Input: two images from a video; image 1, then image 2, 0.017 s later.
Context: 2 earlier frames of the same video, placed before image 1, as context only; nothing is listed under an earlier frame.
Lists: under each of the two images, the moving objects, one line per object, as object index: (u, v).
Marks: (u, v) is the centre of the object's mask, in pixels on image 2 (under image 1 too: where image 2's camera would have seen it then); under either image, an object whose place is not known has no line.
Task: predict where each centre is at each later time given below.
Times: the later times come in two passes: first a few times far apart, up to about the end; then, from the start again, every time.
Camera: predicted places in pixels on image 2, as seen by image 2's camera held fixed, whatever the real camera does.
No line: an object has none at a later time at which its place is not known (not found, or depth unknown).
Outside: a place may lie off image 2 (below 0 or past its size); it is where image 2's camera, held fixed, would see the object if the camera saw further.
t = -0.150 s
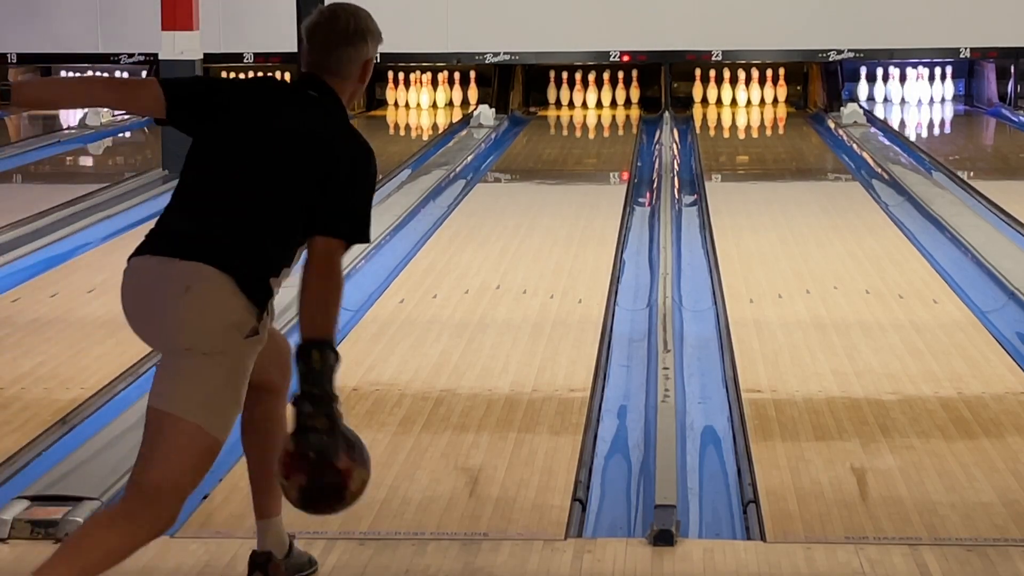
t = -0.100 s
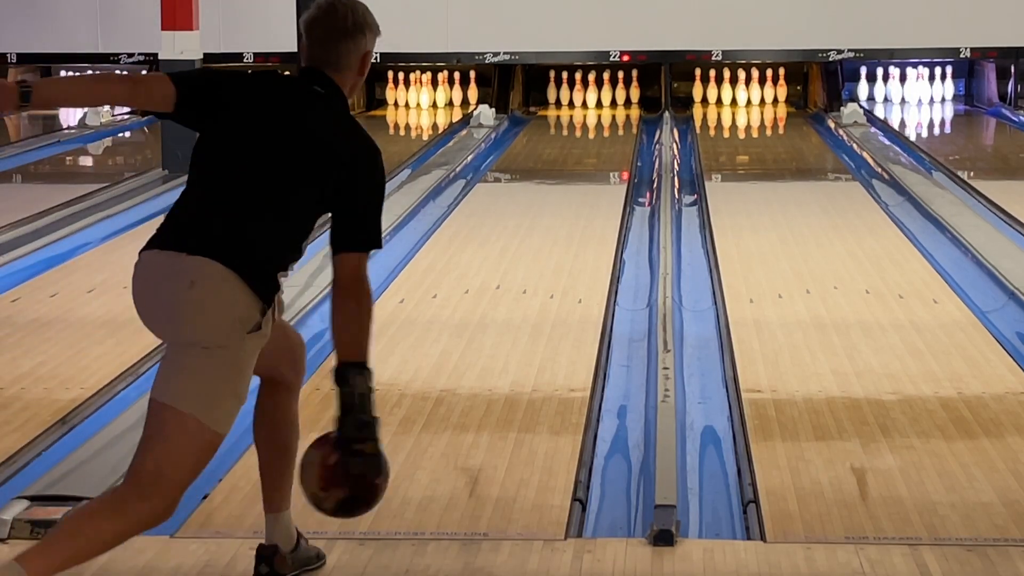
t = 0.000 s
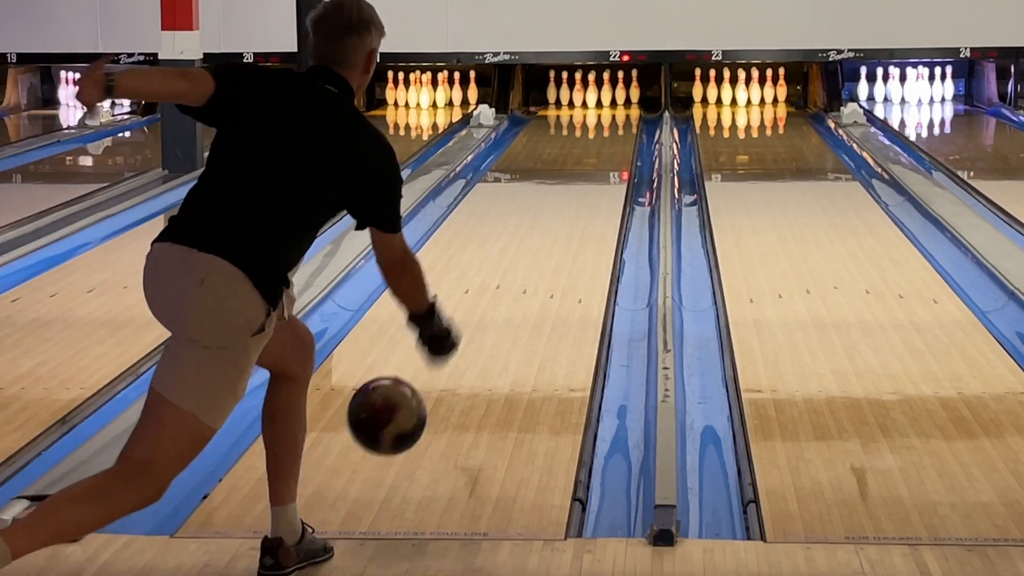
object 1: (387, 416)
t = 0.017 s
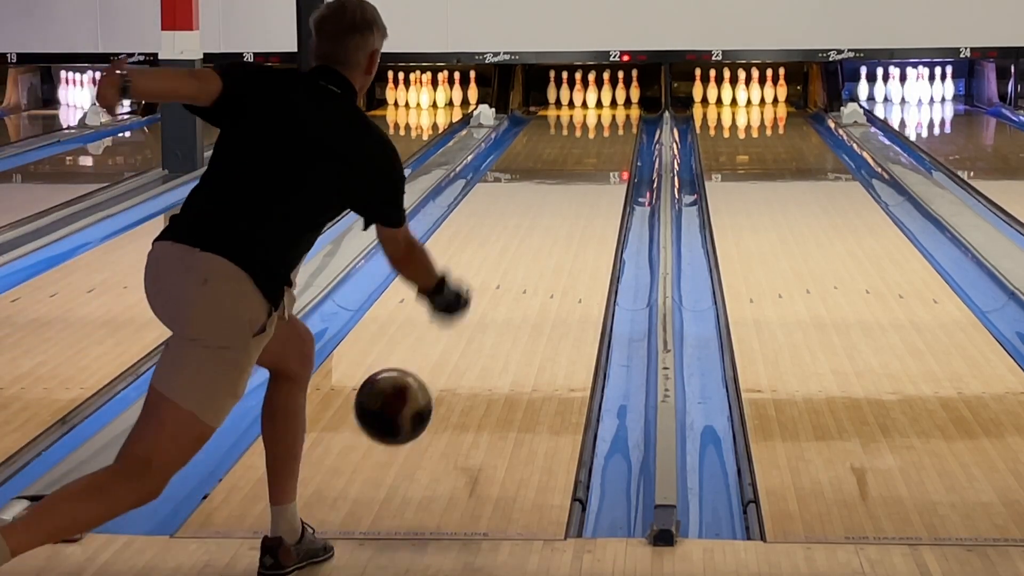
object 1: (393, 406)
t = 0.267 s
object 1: (467, 366)
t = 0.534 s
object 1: (515, 294)
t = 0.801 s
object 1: (547, 242)
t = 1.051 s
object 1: (568, 207)
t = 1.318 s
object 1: (584, 177)
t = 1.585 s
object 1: (596, 155)
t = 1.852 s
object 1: (605, 137)
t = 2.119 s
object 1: (609, 123)
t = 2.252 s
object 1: (609, 117)
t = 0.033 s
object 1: (399, 398)
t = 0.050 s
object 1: (405, 392)
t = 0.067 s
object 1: (411, 386)
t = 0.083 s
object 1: (417, 381)
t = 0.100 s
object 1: (422, 378)
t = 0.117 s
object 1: (427, 375)
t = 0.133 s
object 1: (432, 374)
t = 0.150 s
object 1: (437, 373)
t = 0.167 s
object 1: (442, 373)
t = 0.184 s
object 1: (446, 374)
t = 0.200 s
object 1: (451, 376)
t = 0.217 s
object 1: (455, 379)
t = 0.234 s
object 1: (459, 382)
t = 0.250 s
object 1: (463, 374)
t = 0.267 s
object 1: (467, 366)
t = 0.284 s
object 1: (471, 359)
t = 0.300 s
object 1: (474, 353)
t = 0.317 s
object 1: (478, 348)
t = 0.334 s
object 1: (481, 344)
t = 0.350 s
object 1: (485, 341)
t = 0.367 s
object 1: (488, 338)
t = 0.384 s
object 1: (491, 333)
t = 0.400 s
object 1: (494, 328)
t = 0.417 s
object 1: (497, 323)
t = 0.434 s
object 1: (500, 319)
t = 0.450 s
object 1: (502, 315)
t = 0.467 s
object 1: (505, 310)
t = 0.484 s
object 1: (508, 306)
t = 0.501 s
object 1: (510, 302)
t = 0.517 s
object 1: (513, 298)
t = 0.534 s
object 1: (515, 294)
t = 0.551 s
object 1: (518, 291)
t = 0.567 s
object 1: (520, 287)
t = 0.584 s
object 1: (522, 283)
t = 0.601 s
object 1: (524, 279)
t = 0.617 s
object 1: (526, 276)
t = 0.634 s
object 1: (528, 272)
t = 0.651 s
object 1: (530, 269)
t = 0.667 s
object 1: (532, 266)
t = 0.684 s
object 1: (535, 262)
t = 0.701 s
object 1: (536, 260)
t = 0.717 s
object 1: (538, 256)
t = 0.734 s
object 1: (540, 253)
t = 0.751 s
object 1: (542, 250)
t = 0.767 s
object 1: (544, 247)
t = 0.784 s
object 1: (546, 245)
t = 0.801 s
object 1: (547, 242)
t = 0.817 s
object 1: (549, 240)
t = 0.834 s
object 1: (550, 237)
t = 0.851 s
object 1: (552, 234)
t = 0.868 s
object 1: (553, 231)
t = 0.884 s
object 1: (555, 229)
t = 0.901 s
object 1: (556, 227)
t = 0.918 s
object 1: (557, 224)
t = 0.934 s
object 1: (559, 222)
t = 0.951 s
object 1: (560, 219)
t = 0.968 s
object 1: (562, 217)
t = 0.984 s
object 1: (563, 215)
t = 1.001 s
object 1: (564, 213)
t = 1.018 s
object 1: (566, 211)
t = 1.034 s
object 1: (567, 208)
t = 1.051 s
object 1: (568, 207)
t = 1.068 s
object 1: (569, 205)
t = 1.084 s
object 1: (570, 202)
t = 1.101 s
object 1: (572, 200)
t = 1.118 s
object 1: (573, 198)
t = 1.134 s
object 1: (574, 196)
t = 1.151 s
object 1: (575, 195)
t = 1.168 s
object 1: (576, 193)
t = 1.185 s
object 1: (577, 191)
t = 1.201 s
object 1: (578, 189)
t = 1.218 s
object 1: (579, 188)
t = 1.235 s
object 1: (580, 186)
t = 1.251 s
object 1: (581, 184)
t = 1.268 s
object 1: (582, 182)
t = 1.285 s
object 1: (583, 181)
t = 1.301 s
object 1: (584, 179)
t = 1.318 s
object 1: (584, 177)
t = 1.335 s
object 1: (585, 176)
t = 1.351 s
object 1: (586, 174)
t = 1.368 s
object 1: (587, 173)
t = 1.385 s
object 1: (588, 171)
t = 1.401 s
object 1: (589, 170)
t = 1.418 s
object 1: (589, 168)
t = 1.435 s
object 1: (590, 167)
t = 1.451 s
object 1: (591, 166)
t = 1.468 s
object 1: (592, 164)
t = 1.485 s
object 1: (592, 163)
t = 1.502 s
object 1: (593, 161)
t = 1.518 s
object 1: (594, 160)
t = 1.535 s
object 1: (594, 159)
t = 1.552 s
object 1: (595, 157)
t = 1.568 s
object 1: (596, 156)
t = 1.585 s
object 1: (596, 155)
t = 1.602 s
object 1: (597, 154)
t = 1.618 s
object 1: (598, 153)
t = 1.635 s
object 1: (599, 151)
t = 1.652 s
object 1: (599, 150)
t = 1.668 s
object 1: (599, 149)
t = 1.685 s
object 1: (600, 148)
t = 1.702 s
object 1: (600, 147)
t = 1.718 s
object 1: (601, 146)
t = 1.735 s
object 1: (602, 144)
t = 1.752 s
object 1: (602, 143)
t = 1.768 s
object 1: (602, 142)
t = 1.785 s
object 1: (603, 141)
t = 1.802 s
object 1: (603, 140)
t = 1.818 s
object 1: (604, 139)
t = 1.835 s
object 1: (604, 138)
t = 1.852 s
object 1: (605, 137)
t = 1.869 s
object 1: (605, 136)
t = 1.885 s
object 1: (605, 135)
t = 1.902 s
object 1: (606, 134)
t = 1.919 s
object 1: (606, 133)
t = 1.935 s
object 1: (607, 132)
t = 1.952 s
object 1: (607, 131)
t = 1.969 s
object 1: (607, 130)
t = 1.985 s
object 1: (608, 129)
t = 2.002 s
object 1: (608, 128)
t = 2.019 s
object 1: (608, 127)
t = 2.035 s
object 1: (608, 127)
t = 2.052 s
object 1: (608, 126)
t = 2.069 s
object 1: (608, 125)
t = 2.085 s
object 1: (609, 124)
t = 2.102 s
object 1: (609, 124)
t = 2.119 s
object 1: (609, 123)
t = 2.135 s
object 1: (609, 122)
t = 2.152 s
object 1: (609, 121)
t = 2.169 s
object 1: (609, 120)
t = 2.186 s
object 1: (609, 120)
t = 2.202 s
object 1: (609, 119)
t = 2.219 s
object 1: (609, 118)
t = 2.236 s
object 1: (609, 118)
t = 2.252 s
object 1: (609, 117)
